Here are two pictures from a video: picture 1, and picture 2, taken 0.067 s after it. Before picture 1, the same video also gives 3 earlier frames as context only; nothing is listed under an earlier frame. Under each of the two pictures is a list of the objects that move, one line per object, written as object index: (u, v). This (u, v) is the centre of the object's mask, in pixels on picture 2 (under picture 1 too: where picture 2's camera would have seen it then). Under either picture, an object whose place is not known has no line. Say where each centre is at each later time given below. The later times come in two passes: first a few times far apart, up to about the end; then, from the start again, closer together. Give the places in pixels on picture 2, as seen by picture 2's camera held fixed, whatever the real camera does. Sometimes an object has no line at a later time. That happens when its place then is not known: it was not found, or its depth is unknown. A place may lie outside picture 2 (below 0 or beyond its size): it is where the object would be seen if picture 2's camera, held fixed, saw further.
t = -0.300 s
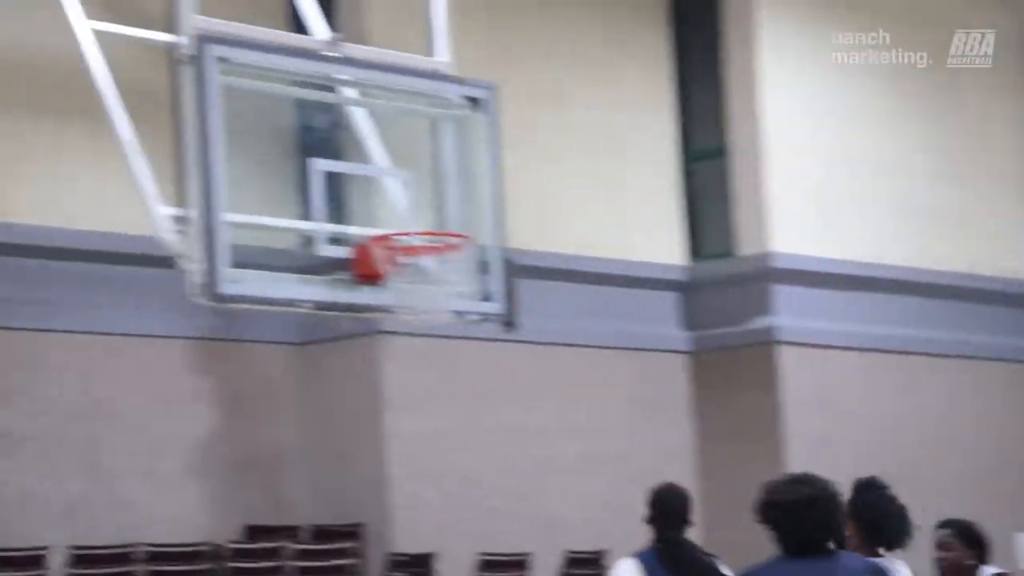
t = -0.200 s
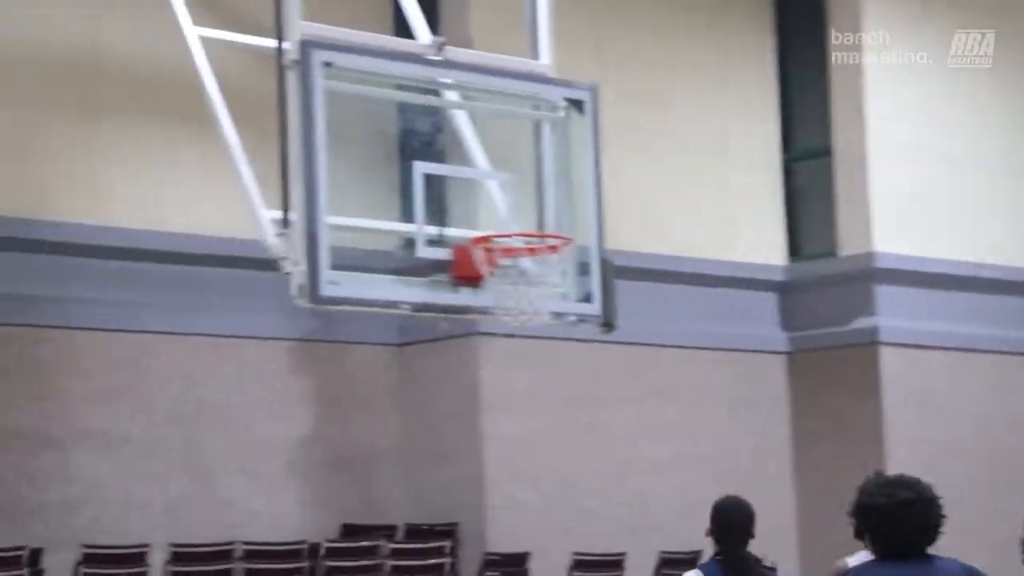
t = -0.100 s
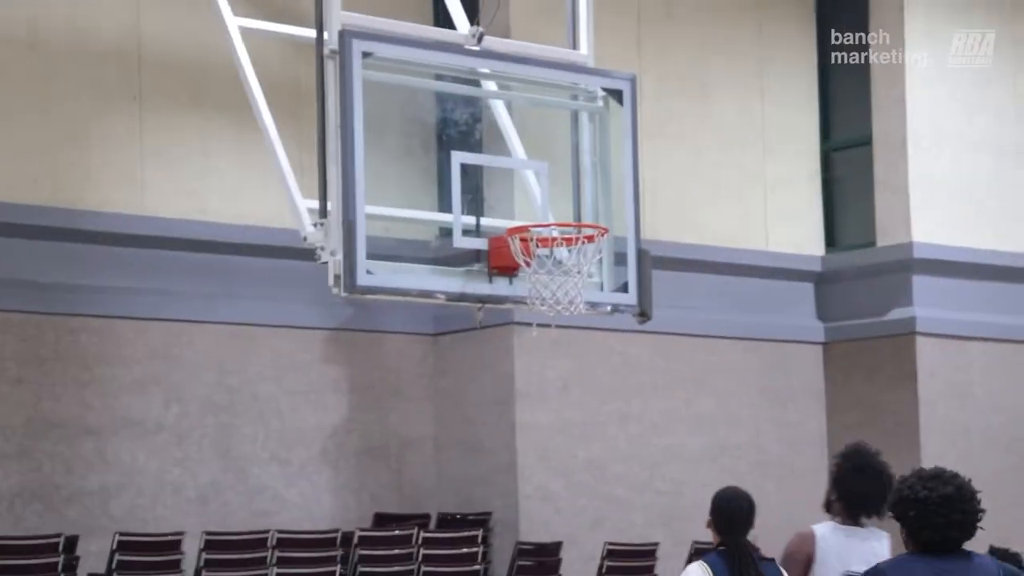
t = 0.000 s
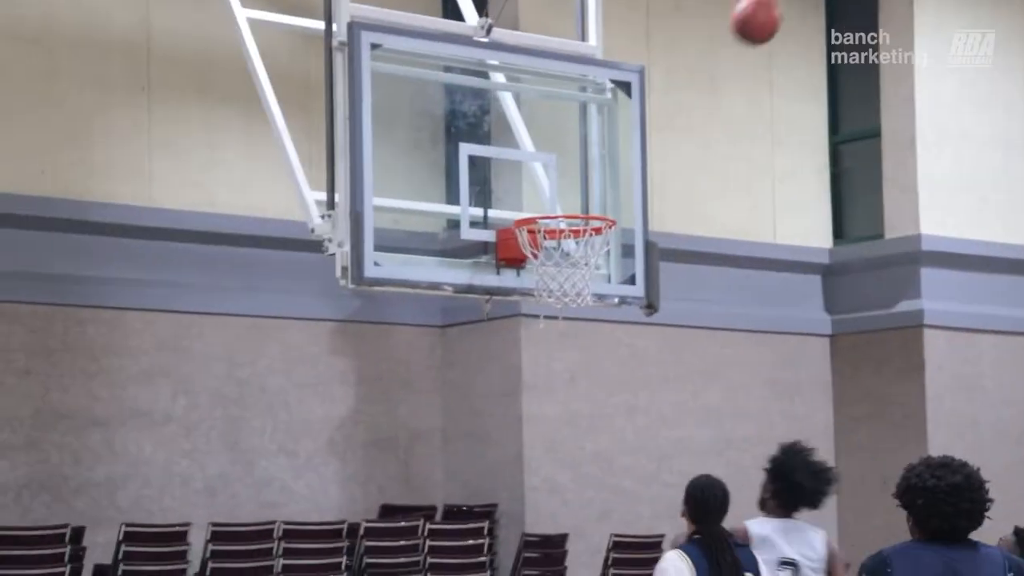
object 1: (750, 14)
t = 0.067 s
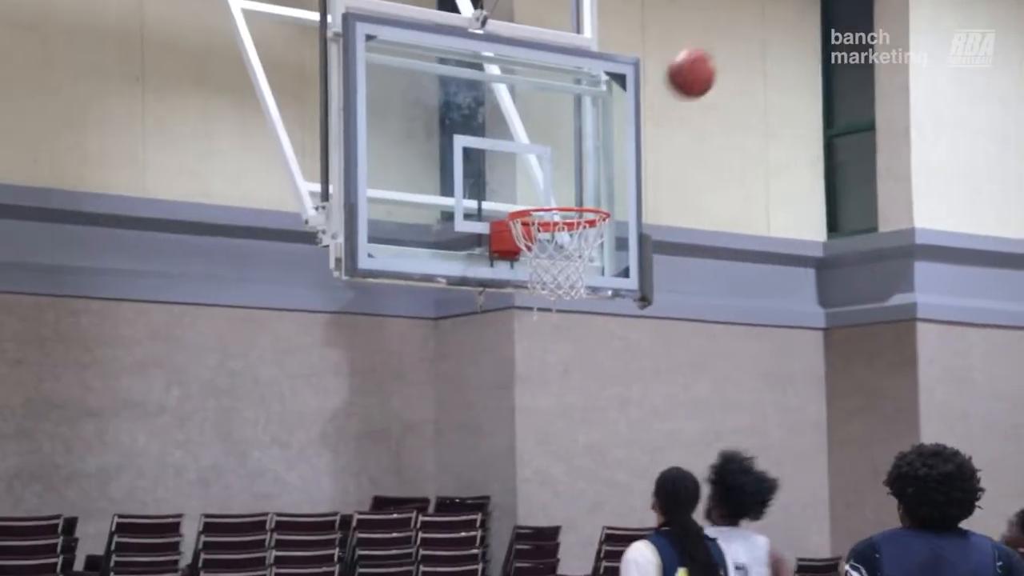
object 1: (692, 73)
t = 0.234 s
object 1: (551, 207)
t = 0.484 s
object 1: (548, 207)
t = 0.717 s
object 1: (577, 229)
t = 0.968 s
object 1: (570, 292)
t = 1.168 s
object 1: (547, 380)
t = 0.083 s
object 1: (676, 89)
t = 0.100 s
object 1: (662, 107)
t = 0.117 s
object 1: (647, 125)
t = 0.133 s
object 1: (631, 144)
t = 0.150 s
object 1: (617, 162)
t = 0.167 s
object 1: (601, 182)
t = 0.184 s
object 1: (587, 193)
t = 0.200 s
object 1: (575, 195)
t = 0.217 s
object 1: (561, 207)
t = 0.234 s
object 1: (551, 207)
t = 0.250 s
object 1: (538, 217)
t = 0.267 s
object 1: (536, 215)
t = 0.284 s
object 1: (549, 211)
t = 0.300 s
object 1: (557, 211)
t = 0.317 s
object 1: (566, 210)
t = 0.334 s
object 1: (576, 209)
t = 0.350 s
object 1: (579, 208)
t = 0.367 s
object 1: (575, 207)
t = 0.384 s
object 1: (568, 207)
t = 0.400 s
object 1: (562, 207)
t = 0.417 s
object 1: (557, 211)
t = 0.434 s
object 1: (553, 212)
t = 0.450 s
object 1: (549, 211)
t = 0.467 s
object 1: (547, 211)
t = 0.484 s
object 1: (548, 207)
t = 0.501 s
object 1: (549, 206)
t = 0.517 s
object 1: (549, 206)
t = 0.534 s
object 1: (550, 205)
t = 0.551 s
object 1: (551, 206)
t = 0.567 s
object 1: (551, 206)
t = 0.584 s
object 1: (552, 207)
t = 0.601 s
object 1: (555, 207)
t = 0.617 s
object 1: (558, 210)
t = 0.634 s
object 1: (561, 211)
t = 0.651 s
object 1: (563, 213)
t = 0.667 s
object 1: (567, 217)
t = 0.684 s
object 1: (571, 220)
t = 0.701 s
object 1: (573, 224)
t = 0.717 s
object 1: (577, 229)
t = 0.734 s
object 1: (579, 233)
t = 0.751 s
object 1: (582, 237)
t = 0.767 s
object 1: (583, 241)
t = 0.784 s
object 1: (584, 244)
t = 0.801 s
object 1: (584, 247)
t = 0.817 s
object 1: (584, 249)
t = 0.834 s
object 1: (583, 252)
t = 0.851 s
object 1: (581, 256)
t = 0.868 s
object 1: (580, 258)
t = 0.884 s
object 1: (578, 261)
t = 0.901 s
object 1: (578, 264)
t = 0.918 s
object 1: (577, 267)
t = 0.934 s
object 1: (573, 286)
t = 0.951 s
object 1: (571, 289)
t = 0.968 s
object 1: (570, 292)
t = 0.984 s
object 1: (568, 296)
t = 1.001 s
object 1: (566, 300)
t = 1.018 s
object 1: (564, 304)
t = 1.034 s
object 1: (562, 309)
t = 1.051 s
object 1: (560, 314)
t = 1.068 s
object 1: (559, 320)
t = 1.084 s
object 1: (556, 328)
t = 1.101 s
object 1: (554, 337)
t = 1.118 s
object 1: (552, 347)
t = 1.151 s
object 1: (549, 368)
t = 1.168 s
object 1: (547, 380)
